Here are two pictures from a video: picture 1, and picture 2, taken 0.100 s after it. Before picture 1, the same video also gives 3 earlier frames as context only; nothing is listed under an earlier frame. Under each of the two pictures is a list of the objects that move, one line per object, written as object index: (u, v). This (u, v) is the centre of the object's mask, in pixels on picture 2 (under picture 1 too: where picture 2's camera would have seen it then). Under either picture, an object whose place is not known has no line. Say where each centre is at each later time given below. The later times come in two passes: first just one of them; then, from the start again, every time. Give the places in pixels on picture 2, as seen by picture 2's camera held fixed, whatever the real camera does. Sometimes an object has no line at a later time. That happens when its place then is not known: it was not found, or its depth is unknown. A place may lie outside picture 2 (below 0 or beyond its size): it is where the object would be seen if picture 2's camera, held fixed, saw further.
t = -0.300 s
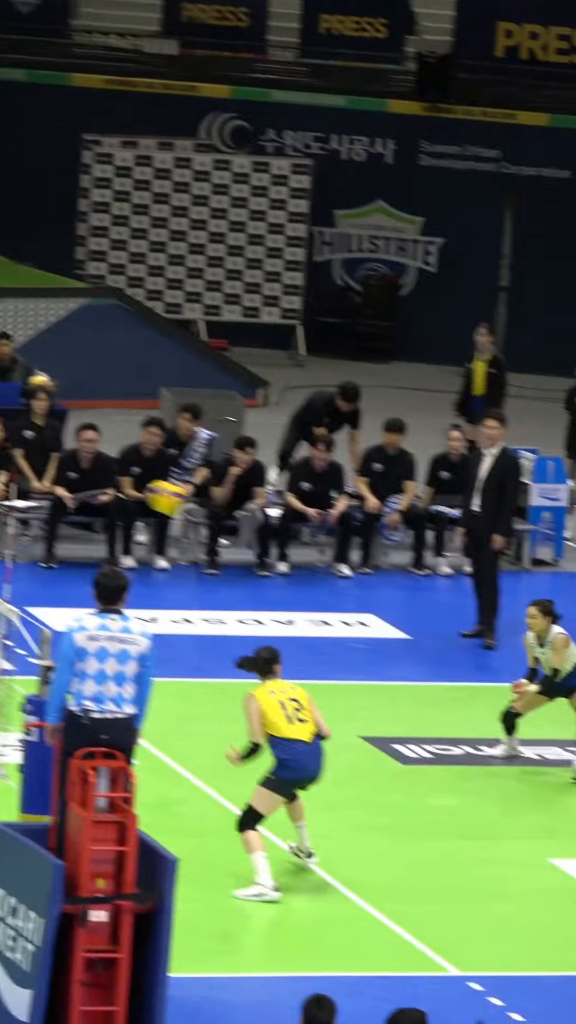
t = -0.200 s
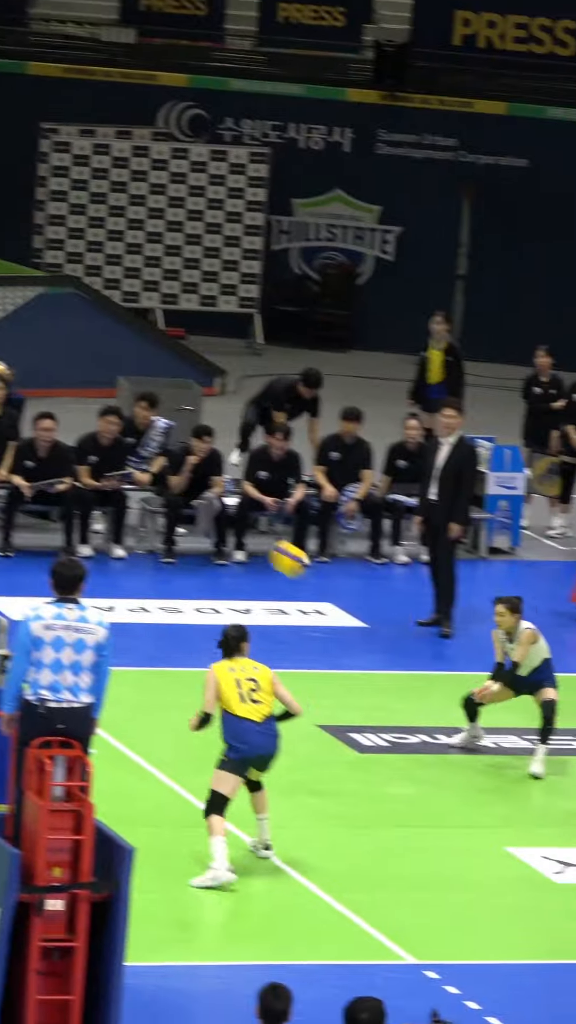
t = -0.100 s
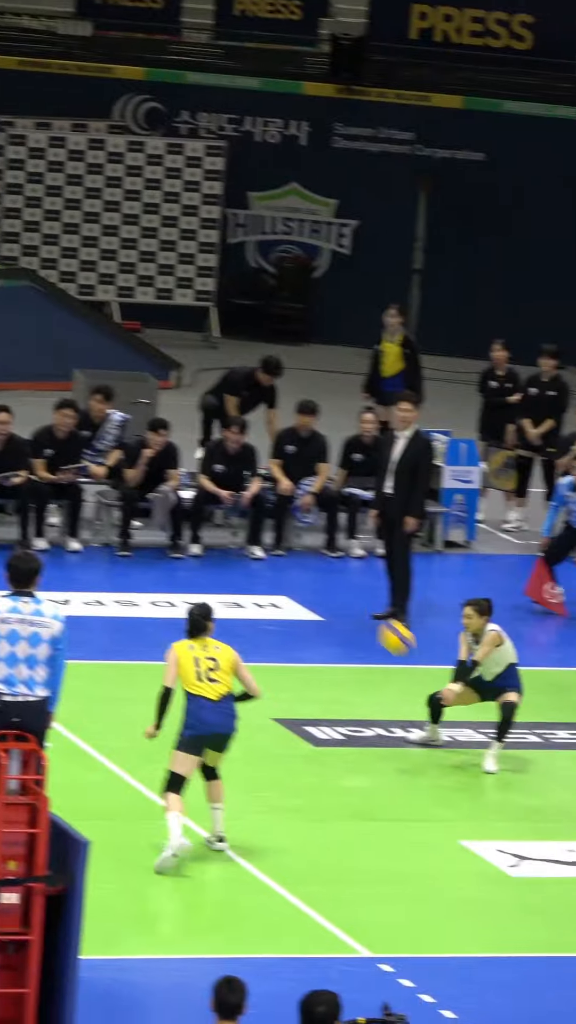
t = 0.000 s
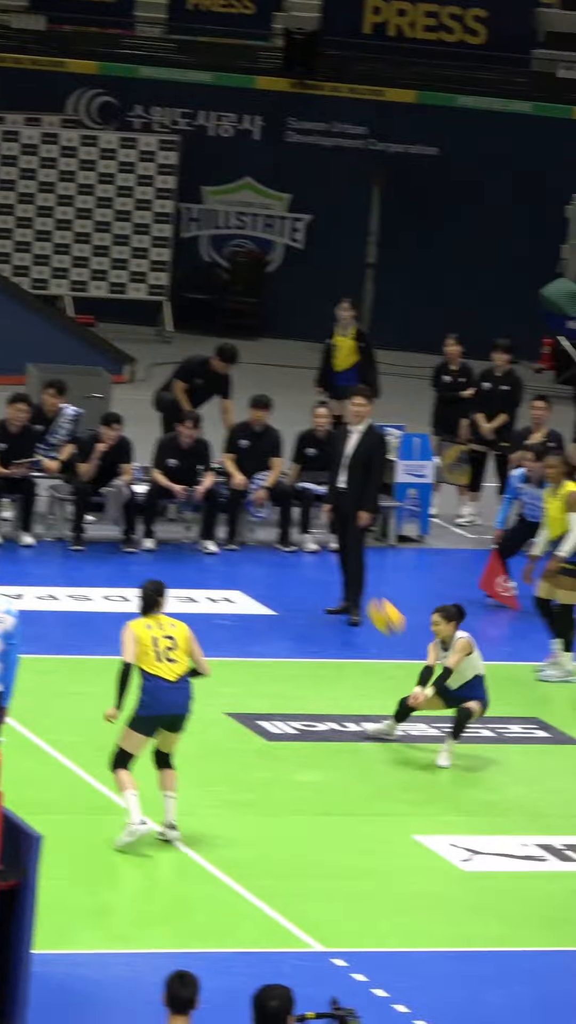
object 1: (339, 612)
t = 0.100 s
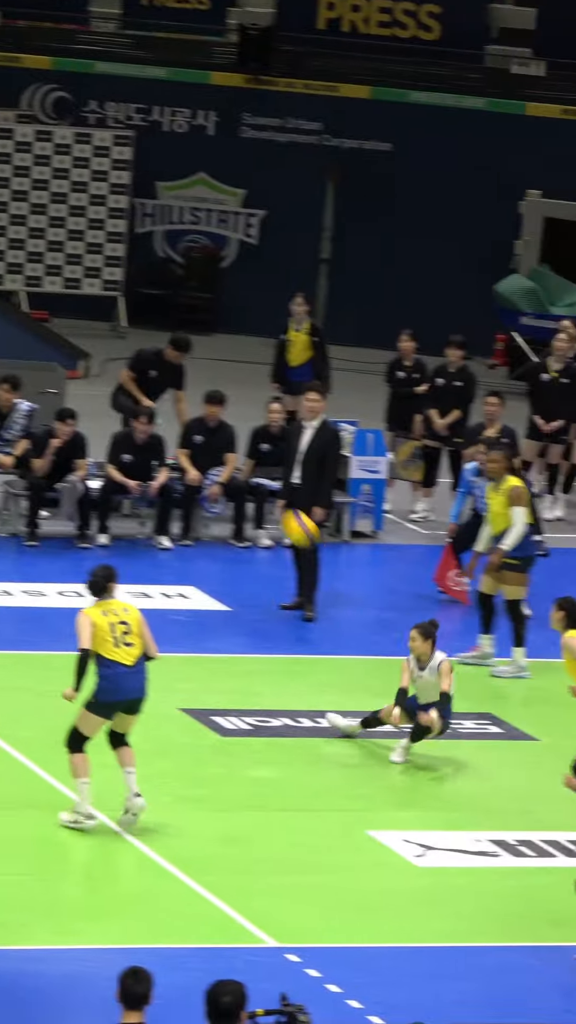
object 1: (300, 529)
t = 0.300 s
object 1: (215, 401)
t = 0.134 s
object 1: (286, 505)
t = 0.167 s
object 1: (272, 481)
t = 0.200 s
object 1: (259, 460)
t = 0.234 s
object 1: (245, 439)
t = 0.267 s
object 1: (230, 419)
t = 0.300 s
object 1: (215, 401)
